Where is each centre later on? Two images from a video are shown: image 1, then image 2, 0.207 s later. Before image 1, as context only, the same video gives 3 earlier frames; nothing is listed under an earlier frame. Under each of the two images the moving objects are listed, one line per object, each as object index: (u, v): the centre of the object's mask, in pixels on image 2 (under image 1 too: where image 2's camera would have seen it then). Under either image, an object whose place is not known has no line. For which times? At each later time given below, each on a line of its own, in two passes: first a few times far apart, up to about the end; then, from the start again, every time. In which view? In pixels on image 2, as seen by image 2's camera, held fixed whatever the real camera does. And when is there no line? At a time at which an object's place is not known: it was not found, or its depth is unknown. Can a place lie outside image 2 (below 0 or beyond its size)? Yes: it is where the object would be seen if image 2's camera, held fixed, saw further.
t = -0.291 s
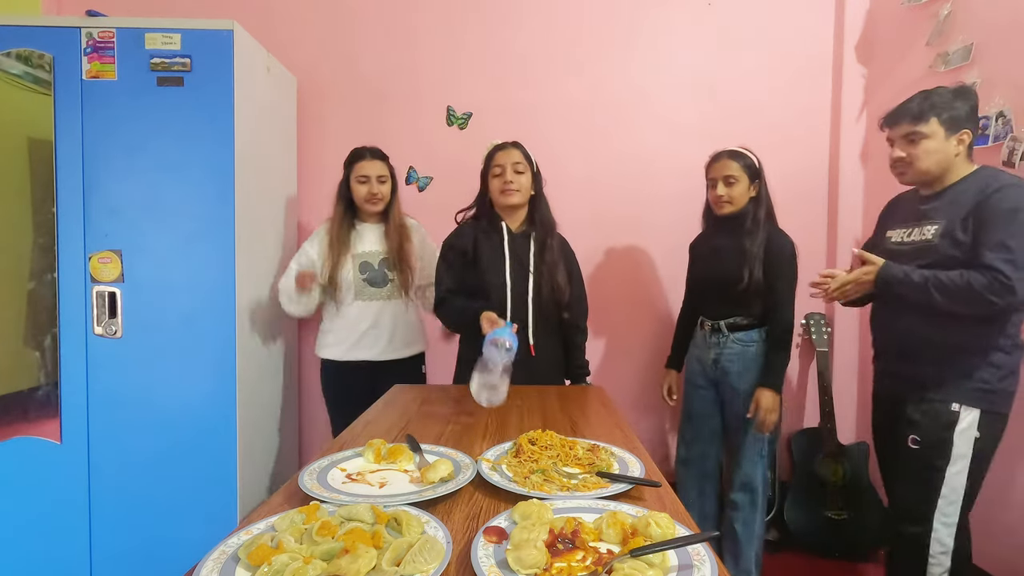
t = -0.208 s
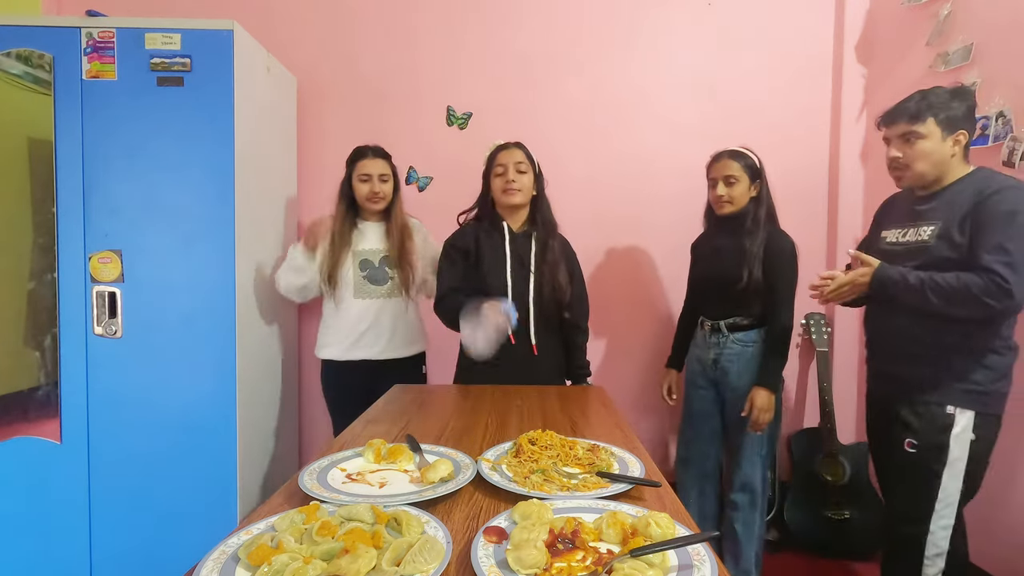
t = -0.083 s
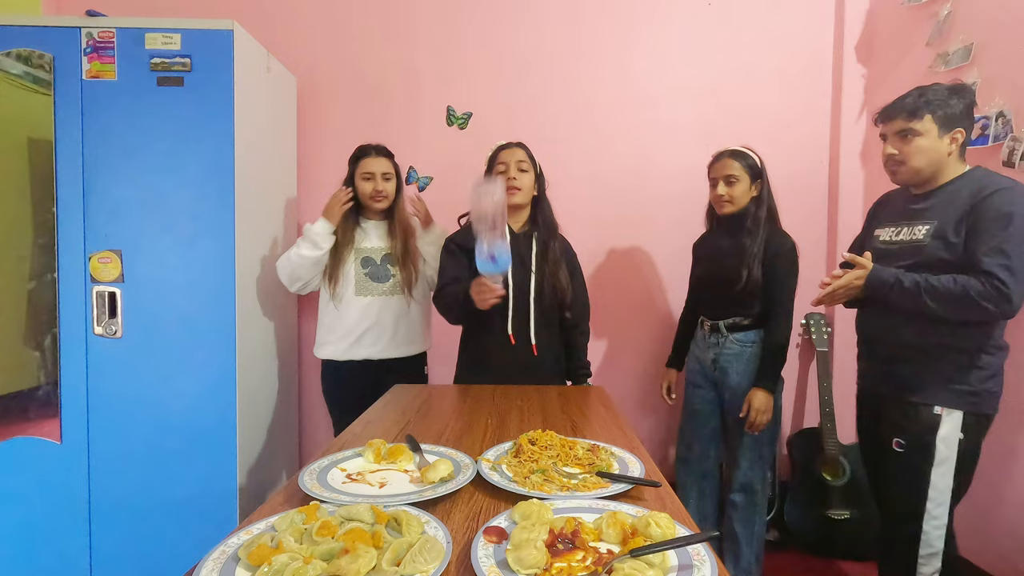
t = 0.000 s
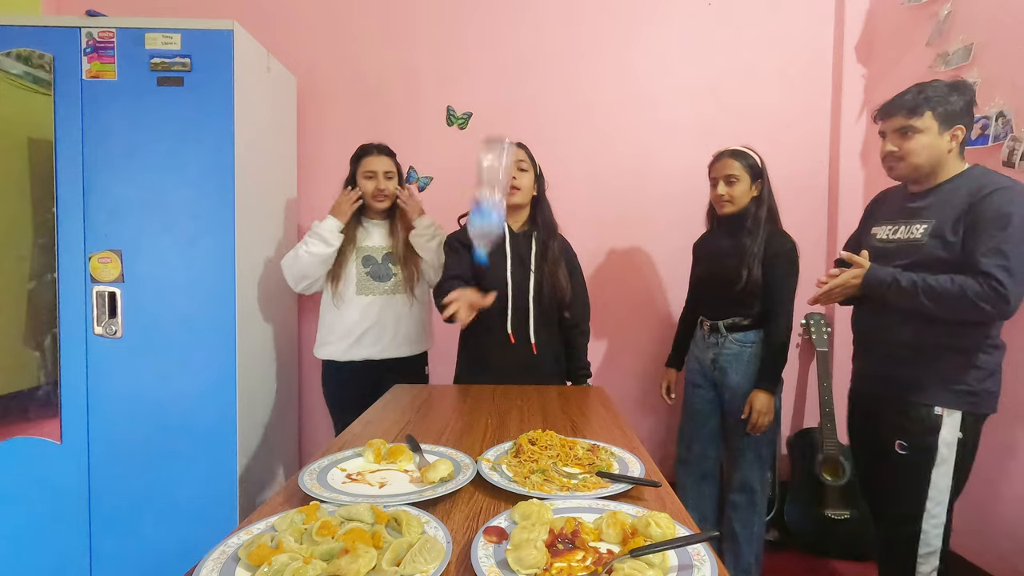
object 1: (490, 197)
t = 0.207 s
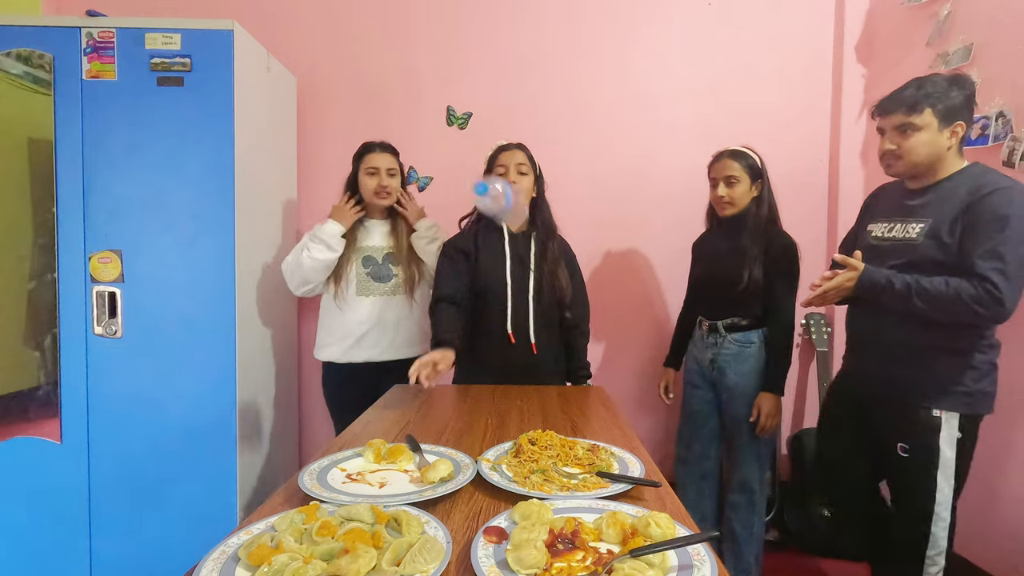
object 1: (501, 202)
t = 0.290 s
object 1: (506, 258)
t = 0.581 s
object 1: (520, 357)
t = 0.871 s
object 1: (524, 383)
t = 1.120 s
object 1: (519, 383)
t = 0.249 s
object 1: (503, 227)
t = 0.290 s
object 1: (506, 258)
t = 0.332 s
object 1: (509, 299)
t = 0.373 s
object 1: (512, 343)
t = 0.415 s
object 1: (514, 352)
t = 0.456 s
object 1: (516, 349)
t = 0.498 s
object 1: (518, 353)
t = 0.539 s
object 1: (518, 354)
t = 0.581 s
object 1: (520, 357)
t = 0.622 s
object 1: (522, 363)
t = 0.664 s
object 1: (525, 373)
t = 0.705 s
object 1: (525, 382)
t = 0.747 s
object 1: (524, 383)
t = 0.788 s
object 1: (524, 383)
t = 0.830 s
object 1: (524, 383)
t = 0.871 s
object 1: (524, 383)
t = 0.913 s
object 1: (524, 383)
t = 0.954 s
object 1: (523, 383)
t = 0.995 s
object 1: (521, 383)
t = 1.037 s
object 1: (520, 383)
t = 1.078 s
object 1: (519, 383)
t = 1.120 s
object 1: (519, 383)
